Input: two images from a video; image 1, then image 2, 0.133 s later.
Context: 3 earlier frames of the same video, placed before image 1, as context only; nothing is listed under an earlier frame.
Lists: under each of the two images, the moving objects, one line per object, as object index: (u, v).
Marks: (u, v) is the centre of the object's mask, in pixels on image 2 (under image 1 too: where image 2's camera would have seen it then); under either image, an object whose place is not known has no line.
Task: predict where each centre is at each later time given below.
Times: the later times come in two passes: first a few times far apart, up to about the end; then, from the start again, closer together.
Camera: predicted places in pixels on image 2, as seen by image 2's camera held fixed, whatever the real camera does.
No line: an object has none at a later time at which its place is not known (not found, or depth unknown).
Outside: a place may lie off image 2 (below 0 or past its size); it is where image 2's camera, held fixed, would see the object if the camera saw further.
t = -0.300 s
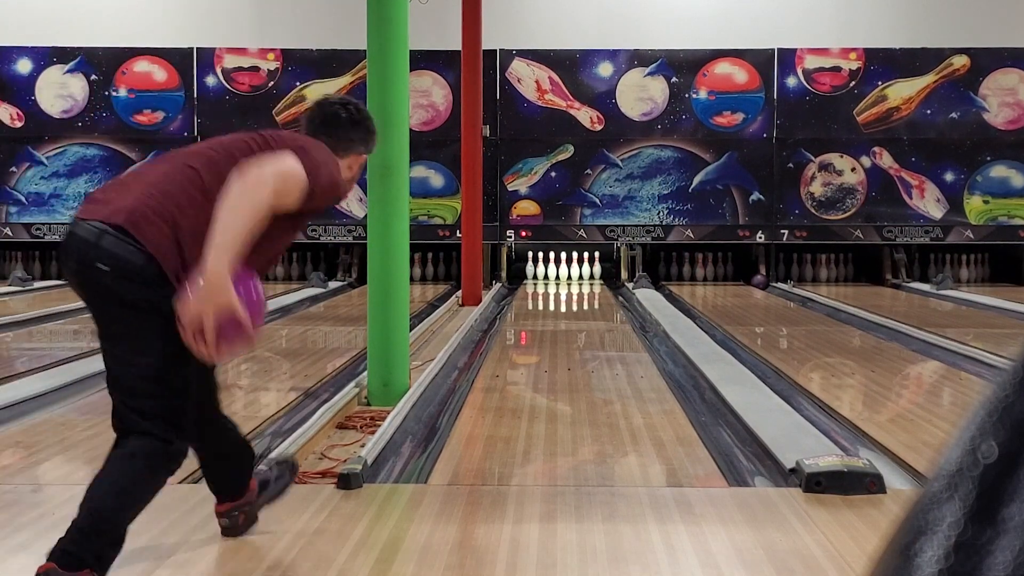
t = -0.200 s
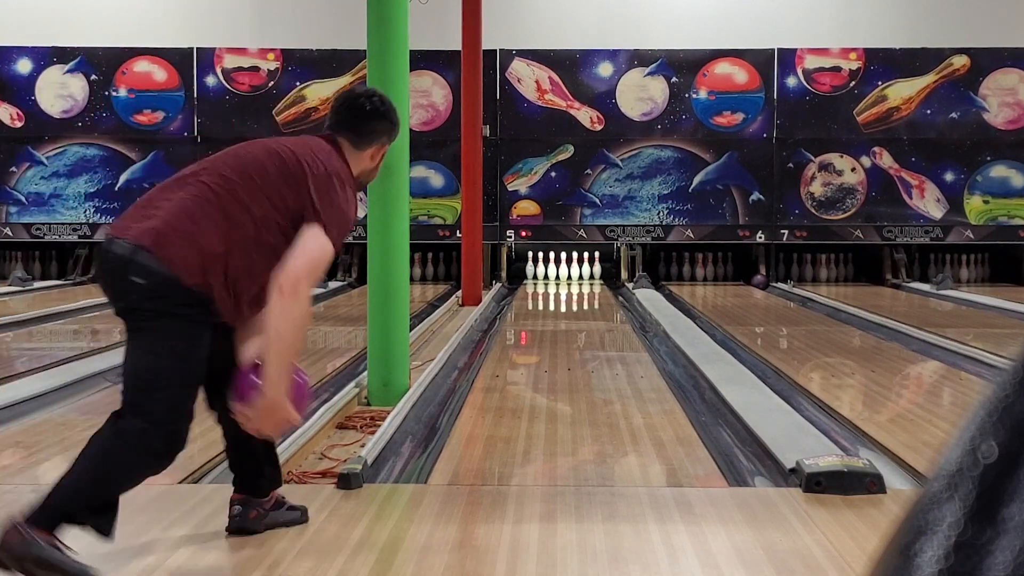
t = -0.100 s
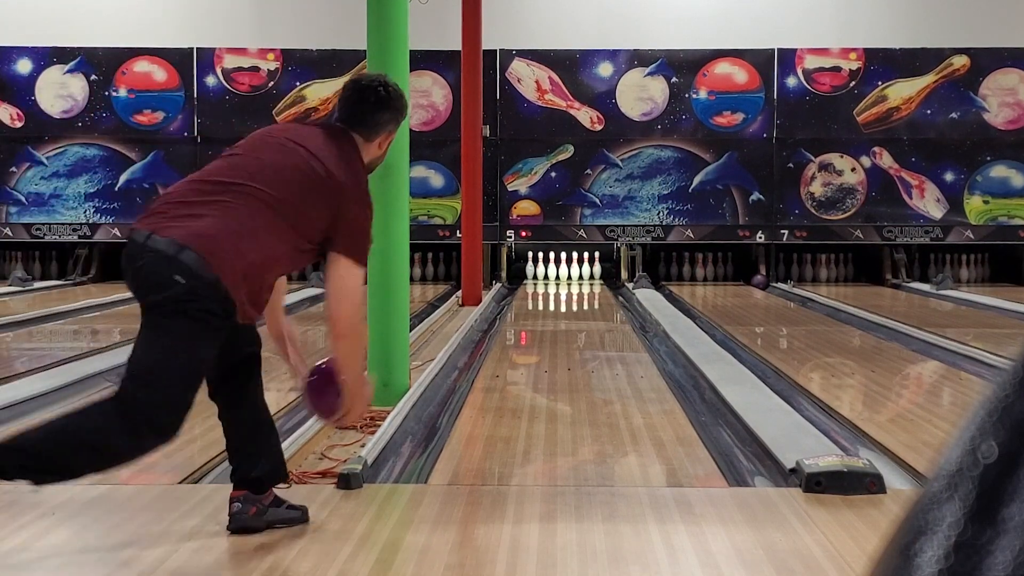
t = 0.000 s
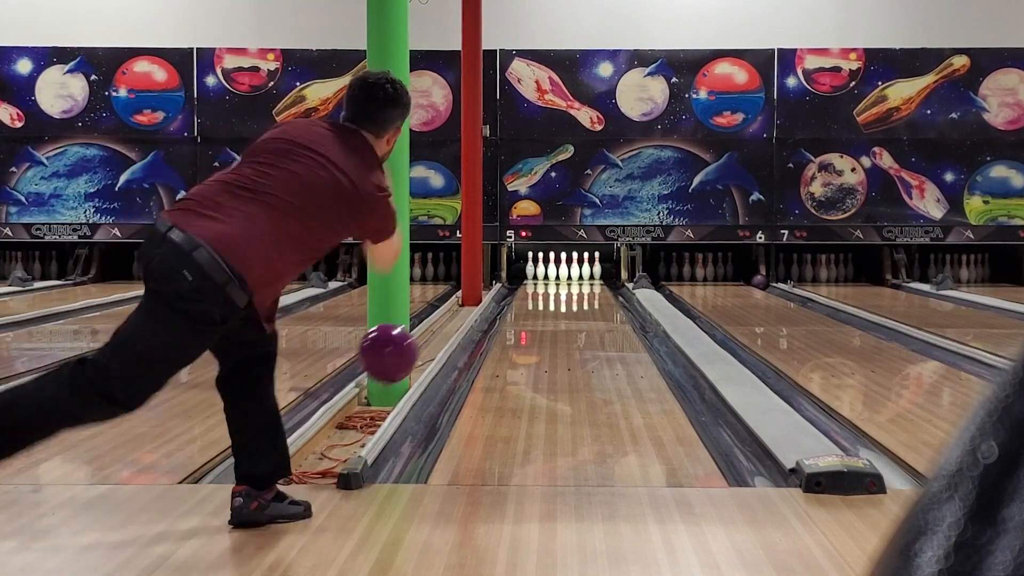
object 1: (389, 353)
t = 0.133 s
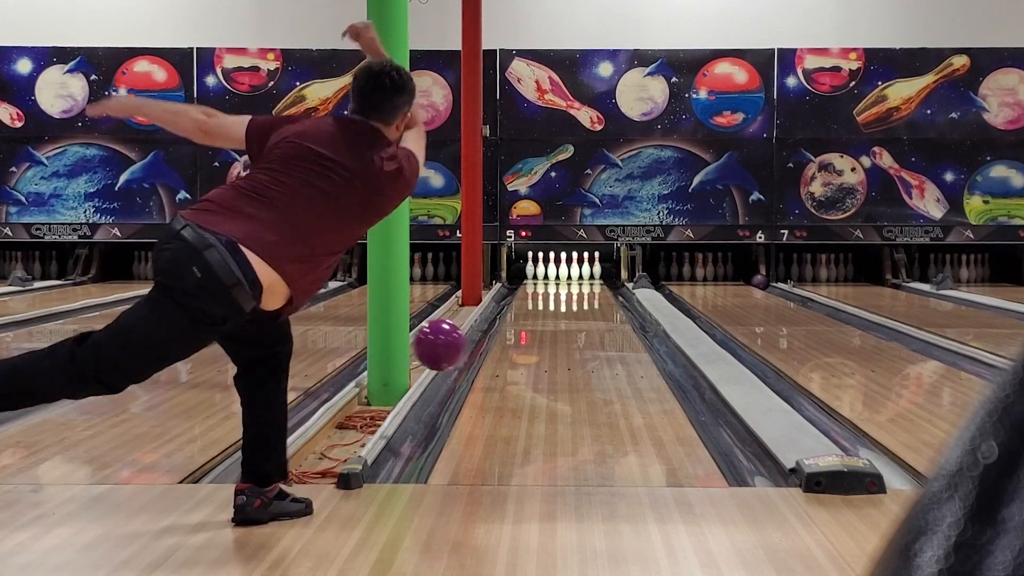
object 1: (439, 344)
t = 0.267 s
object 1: (478, 375)
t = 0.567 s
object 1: (538, 350)
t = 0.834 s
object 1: (568, 329)
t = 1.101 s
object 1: (584, 315)
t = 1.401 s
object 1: (595, 301)
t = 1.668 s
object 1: (598, 292)
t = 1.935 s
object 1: (594, 284)
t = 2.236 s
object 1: (580, 278)
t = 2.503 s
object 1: (568, 274)
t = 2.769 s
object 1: (567, 271)
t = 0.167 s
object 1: (451, 350)
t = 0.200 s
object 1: (460, 356)
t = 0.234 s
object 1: (469, 364)
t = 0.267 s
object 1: (478, 375)
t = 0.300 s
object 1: (490, 380)
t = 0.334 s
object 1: (498, 370)
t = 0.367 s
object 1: (504, 363)
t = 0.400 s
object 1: (511, 358)
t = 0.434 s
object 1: (517, 356)
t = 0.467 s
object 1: (523, 355)
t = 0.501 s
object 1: (528, 357)
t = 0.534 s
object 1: (533, 354)
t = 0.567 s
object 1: (538, 350)
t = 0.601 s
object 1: (543, 348)
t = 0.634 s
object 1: (547, 344)
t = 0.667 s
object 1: (551, 342)
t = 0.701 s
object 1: (555, 339)
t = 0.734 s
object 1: (559, 336)
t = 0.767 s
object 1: (562, 334)
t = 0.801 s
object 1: (565, 331)
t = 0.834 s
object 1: (568, 329)
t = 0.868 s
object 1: (571, 327)
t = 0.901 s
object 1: (573, 325)
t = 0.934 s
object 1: (576, 323)
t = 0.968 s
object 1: (578, 321)
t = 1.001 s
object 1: (580, 319)
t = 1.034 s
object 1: (582, 317)
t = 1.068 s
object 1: (583, 316)
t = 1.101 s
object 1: (584, 315)
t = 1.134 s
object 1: (586, 313)
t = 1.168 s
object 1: (588, 311)
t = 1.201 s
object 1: (589, 309)
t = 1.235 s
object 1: (590, 308)
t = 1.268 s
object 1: (591, 306)
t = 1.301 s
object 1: (592, 305)
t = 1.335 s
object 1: (593, 303)
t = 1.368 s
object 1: (594, 302)
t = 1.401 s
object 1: (595, 301)
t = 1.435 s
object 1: (595, 299)
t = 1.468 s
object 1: (596, 298)
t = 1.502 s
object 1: (597, 297)
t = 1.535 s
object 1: (597, 296)
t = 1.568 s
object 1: (597, 295)
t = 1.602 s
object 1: (597, 294)
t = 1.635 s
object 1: (598, 293)
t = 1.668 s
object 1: (598, 292)
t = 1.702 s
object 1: (597, 291)
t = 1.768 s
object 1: (597, 289)
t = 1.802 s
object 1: (597, 288)
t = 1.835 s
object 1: (596, 287)
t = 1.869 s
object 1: (595, 286)
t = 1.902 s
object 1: (594, 285)
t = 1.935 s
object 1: (594, 284)
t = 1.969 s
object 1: (593, 283)
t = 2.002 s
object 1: (591, 282)
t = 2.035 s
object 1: (590, 281)
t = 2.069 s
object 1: (588, 281)
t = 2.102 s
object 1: (587, 280)
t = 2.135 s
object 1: (586, 280)
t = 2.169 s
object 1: (584, 279)
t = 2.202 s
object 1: (582, 278)
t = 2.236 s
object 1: (580, 278)
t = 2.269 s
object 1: (578, 277)
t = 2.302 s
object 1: (576, 277)
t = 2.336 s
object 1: (575, 276)
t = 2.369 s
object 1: (574, 275)
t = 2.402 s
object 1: (571, 275)
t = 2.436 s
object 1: (570, 274)
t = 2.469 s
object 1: (568, 274)
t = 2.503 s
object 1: (568, 274)
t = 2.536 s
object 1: (568, 273)
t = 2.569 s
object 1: (568, 273)
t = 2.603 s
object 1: (568, 273)
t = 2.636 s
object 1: (568, 273)
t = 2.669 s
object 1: (568, 272)
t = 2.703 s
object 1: (568, 272)
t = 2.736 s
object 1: (567, 272)
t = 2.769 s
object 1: (567, 271)
